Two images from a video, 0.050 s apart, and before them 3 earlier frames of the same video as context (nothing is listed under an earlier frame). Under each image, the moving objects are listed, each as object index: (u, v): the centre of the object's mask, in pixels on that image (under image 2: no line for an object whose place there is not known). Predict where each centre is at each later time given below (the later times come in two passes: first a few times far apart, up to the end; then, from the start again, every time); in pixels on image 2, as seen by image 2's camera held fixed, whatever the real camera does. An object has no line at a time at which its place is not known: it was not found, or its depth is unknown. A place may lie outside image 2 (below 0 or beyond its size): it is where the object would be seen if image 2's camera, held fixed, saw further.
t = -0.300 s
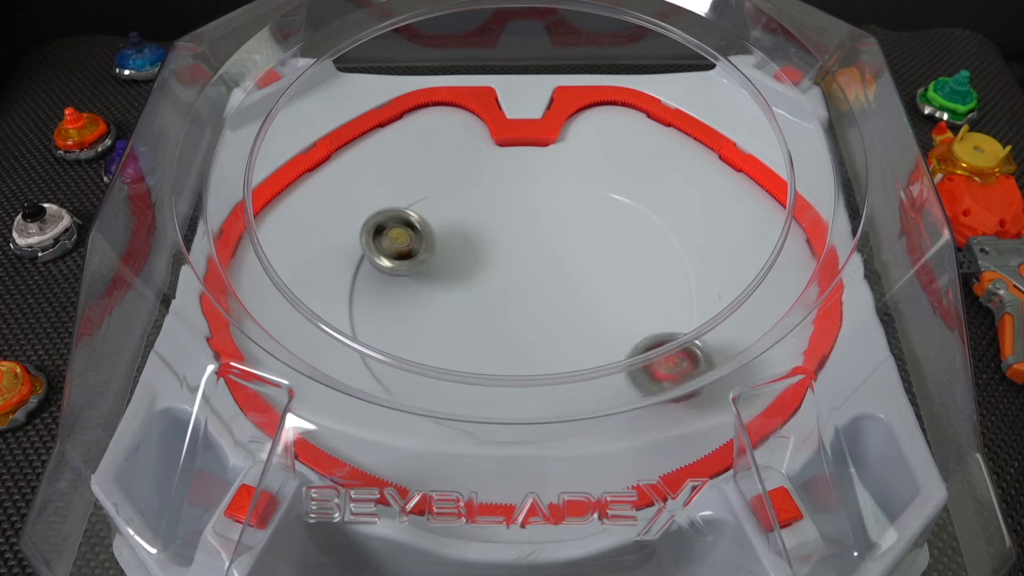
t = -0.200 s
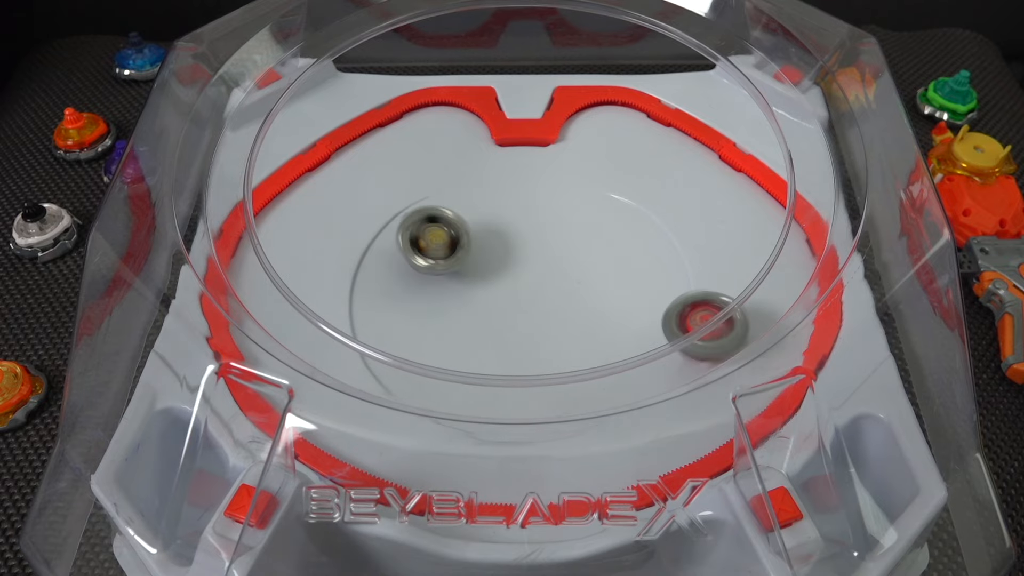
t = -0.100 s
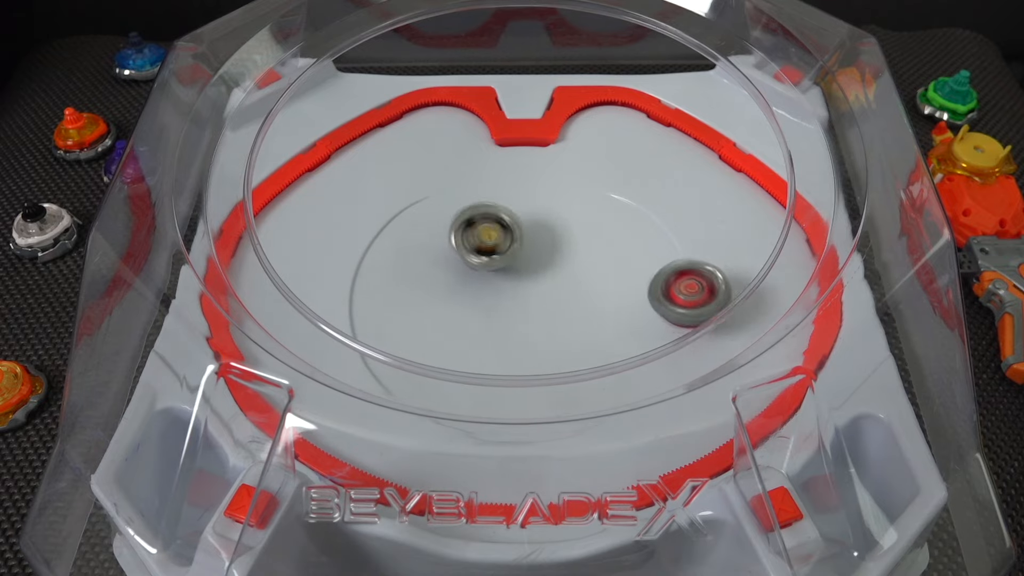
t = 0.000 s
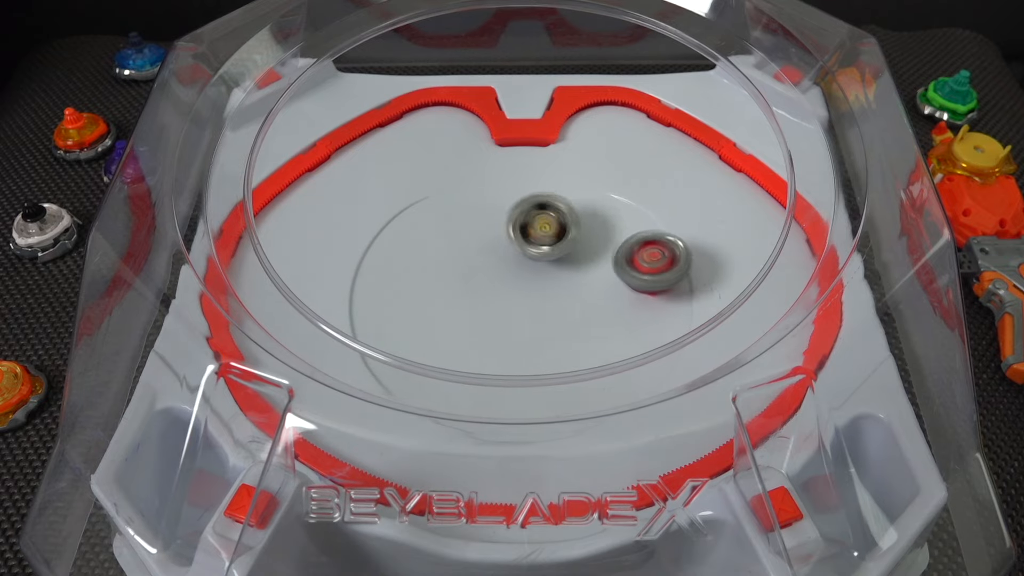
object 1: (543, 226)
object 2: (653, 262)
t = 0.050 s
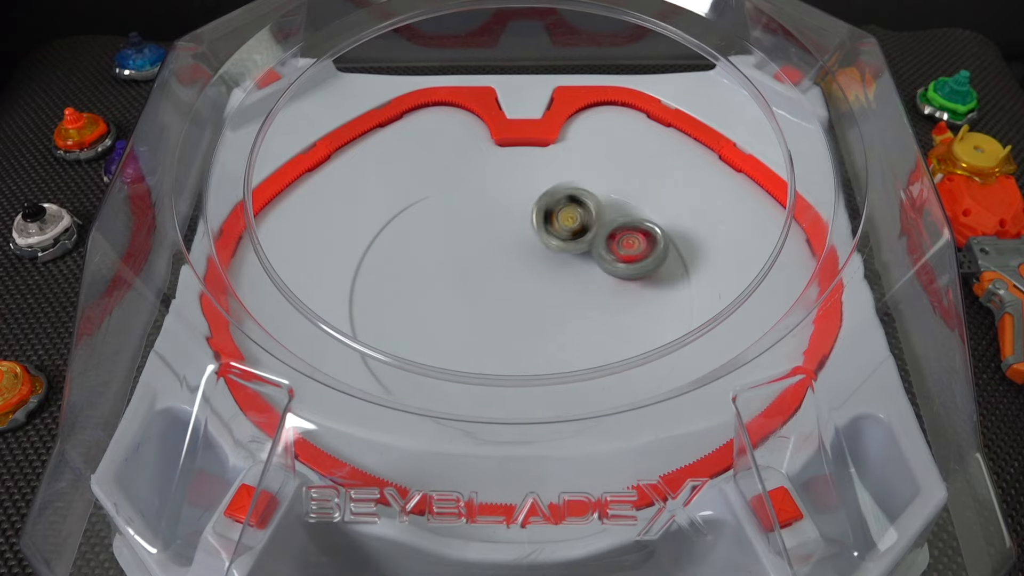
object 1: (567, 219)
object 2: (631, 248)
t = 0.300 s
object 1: (579, 184)
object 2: (559, 301)
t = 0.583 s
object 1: (572, 298)
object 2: (531, 373)
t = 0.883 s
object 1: (671, 248)
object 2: (395, 409)
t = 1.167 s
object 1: (605, 239)
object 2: (287, 346)
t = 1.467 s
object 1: (459, 267)
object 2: (293, 237)
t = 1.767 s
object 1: (391, 285)
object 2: (383, 164)
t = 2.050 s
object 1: (480, 298)
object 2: (513, 178)
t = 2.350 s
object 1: (578, 331)
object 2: (628, 208)
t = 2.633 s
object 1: (546, 375)
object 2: (641, 284)
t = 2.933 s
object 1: (464, 319)
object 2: (547, 347)
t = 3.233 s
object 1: (499, 263)
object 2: (439, 321)
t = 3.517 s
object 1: (540, 303)
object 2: (417, 245)
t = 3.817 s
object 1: (470, 307)
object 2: (491, 195)
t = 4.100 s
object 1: (500, 253)
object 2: (587, 214)
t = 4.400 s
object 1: (551, 291)
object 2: (628, 289)
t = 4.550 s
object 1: (524, 318)
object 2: (606, 331)
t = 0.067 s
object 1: (569, 211)
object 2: (631, 250)
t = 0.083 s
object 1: (570, 202)
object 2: (629, 253)
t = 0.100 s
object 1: (569, 195)
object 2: (626, 257)
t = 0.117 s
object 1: (570, 189)
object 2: (622, 259)
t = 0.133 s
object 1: (571, 184)
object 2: (617, 262)
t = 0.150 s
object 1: (572, 180)
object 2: (612, 264)
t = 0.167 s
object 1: (573, 177)
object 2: (607, 267)
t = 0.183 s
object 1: (574, 175)
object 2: (601, 270)
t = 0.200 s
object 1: (575, 174)
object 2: (595, 273)
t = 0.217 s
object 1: (576, 174)
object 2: (589, 277)
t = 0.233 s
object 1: (578, 175)
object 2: (582, 282)
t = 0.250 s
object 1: (579, 177)
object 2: (576, 286)
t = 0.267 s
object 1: (580, 178)
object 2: (570, 291)
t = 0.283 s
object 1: (579, 181)
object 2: (564, 296)
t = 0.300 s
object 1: (579, 184)
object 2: (559, 301)
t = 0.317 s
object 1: (578, 187)
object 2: (553, 306)
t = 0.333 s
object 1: (578, 191)
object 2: (549, 312)
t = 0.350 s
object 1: (577, 196)
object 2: (545, 317)
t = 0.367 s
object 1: (576, 200)
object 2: (541, 322)
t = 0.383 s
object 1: (575, 206)
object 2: (537, 328)
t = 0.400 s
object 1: (575, 212)
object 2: (534, 333)
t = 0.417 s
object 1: (574, 219)
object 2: (531, 338)
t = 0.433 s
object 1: (574, 226)
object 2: (529, 343)
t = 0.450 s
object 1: (573, 233)
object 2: (527, 346)
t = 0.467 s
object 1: (572, 242)
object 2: (526, 349)
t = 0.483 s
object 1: (572, 249)
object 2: (526, 353)
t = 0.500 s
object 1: (572, 258)
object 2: (526, 359)
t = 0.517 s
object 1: (571, 266)
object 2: (526, 363)
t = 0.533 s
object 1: (572, 274)
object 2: (526, 367)
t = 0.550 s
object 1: (571, 283)
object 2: (528, 370)
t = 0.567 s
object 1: (572, 291)
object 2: (529, 372)
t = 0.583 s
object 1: (572, 298)
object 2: (531, 373)
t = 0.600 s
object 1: (572, 307)
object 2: (532, 373)
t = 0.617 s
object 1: (572, 313)
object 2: (534, 373)
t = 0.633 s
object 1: (580, 314)
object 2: (526, 379)
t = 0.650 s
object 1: (595, 308)
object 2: (513, 386)
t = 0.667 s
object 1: (608, 302)
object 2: (500, 394)
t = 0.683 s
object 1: (620, 296)
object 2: (489, 400)
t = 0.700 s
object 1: (630, 290)
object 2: (479, 402)
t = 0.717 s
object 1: (639, 284)
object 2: (470, 404)
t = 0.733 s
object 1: (647, 280)
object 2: (461, 406)
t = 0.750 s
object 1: (652, 276)
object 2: (452, 409)
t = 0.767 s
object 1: (658, 271)
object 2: (446, 409)
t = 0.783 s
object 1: (662, 266)
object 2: (439, 409)
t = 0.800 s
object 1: (665, 262)
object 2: (433, 409)
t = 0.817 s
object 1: (668, 259)
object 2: (426, 410)
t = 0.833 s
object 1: (670, 255)
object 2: (419, 410)
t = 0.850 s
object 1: (671, 253)
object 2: (411, 410)
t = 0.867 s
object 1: (671, 250)
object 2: (403, 409)
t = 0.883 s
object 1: (671, 248)
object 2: (395, 409)
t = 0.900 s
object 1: (669, 246)
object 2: (386, 407)
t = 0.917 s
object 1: (668, 244)
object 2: (378, 406)
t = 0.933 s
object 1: (667, 243)
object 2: (370, 404)
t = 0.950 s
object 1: (665, 242)
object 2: (362, 402)
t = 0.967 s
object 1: (664, 241)
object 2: (355, 399)
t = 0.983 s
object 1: (662, 241)
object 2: (347, 396)
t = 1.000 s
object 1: (660, 240)
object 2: (340, 392)
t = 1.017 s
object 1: (658, 240)
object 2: (334, 389)
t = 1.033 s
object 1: (655, 239)
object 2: (328, 384)
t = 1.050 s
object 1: (651, 239)
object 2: (323, 380)
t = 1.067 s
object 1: (646, 239)
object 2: (318, 375)
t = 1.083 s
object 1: (641, 238)
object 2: (313, 370)
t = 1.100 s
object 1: (635, 238)
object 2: (307, 365)
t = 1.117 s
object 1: (628, 238)
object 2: (302, 360)
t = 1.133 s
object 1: (621, 238)
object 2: (297, 354)
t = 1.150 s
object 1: (613, 238)
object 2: (293, 350)
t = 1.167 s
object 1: (605, 239)
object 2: (287, 346)
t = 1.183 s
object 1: (596, 240)
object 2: (283, 341)
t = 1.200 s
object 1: (586, 242)
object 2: (280, 335)
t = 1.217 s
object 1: (577, 243)
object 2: (280, 329)
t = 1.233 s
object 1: (569, 245)
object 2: (278, 323)
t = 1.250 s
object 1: (560, 248)
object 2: (280, 314)
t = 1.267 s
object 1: (551, 250)
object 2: (281, 306)
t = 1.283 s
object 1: (543, 252)
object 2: (278, 302)
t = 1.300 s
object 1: (535, 254)
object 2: (278, 295)
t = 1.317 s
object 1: (527, 255)
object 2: (277, 290)
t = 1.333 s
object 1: (519, 257)
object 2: (276, 284)
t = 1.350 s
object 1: (511, 259)
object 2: (276, 278)
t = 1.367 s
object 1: (503, 260)
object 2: (278, 272)
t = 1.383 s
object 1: (496, 261)
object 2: (279, 266)
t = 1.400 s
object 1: (488, 263)
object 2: (281, 260)
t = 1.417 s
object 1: (481, 264)
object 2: (283, 254)
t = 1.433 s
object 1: (473, 266)
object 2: (285, 248)
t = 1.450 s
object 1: (466, 266)
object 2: (288, 243)
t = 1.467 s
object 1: (459, 267)
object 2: (293, 237)
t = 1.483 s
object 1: (451, 268)
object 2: (294, 232)
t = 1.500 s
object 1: (444, 269)
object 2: (297, 228)
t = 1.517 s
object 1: (437, 270)
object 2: (301, 222)
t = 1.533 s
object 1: (430, 271)
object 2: (305, 216)
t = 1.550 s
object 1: (423, 272)
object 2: (309, 212)
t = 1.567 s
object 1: (416, 273)
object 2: (314, 207)
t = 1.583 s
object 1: (411, 275)
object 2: (318, 202)
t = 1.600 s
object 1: (405, 276)
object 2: (322, 198)
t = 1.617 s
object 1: (400, 277)
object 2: (328, 194)
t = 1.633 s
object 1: (397, 279)
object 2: (333, 190)
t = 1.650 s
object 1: (395, 280)
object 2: (339, 186)
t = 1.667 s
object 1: (392, 282)
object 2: (345, 182)
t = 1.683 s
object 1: (391, 283)
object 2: (350, 178)
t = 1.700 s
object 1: (390, 284)
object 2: (356, 175)
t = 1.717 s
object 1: (390, 285)
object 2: (363, 173)
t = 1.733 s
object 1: (390, 285)
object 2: (370, 170)
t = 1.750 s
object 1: (390, 285)
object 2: (376, 167)
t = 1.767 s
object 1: (391, 285)
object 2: (383, 164)
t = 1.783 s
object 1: (393, 287)
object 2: (390, 162)
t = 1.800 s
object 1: (395, 287)
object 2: (397, 160)
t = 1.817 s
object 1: (397, 288)
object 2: (404, 159)
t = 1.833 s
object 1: (399, 289)
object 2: (412, 159)
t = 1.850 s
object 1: (401, 291)
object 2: (420, 158)
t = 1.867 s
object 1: (403, 292)
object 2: (428, 158)
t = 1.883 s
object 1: (407, 293)
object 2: (436, 158)
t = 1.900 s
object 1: (412, 294)
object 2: (444, 159)
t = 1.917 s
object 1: (418, 295)
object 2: (452, 160)
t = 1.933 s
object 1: (422, 296)
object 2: (460, 161)
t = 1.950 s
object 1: (430, 297)
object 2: (468, 162)
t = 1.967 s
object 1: (438, 298)
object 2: (475, 165)
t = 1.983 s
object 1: (445, 298)
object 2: (483, 167)
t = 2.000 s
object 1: (453, 298)
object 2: (491, 169)
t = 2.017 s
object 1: (460, 299)
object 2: (498, 172)
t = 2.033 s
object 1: (471, 298)
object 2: (505, 175)
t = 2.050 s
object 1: (480, 298)
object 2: (513, 178)
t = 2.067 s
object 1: (488, 297)
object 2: (520, 182)
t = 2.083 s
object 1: (495, 296)
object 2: (527, 185)
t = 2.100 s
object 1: (504, 296)
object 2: (533, 189)
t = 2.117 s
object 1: (513, 295)
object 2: (541, 193)
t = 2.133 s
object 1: (519, 293)
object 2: (547, 196)
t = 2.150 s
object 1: (526, 292)
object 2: (553, 200)
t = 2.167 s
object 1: (534, 291)
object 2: (559, 204)
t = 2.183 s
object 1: (542, 290)
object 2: (565, 208)
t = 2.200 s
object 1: (550, 289)
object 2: (571, 212)
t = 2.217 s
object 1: (558, 288)
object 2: (575, 216)
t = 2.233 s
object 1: (565, 286)
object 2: (581, 220)
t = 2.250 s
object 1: (573, 285)
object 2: (586, 222)
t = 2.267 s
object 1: (575, 289)
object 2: (593, 223)
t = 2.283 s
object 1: (576, 300)
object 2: (601, 219)
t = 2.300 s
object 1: (576, 308)
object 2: (609, 214)
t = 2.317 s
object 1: (577, 316)
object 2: (616, 211)
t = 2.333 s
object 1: (578, 324)
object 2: (622, 209)
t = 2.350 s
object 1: (578, 331)
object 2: (628, 208)
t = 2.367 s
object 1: (578, 336)
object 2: (633, 208)
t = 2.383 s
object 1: (579, 340)
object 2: (637, 209)
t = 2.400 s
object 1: (579, 343)
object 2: (641, 212)
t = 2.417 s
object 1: (579, 346)
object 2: (644, 216)
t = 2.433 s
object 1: (579, 348)
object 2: (646, 219)
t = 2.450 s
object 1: (579, 349)
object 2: (648, 224)
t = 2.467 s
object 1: (578, 350)
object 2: (649, 229)
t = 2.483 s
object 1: (577, 360)
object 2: (650, 233)
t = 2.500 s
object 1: (574, 365)
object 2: (651, 239)
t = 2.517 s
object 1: (571, 368)
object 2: (652, 244)
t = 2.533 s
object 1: (568, 371)
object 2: (652, 250)
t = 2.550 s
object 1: (565, 373)
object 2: (651, 256)
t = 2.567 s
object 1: (561, 374)
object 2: (650, 261)
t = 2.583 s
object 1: (557, 374)
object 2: (648, 267)
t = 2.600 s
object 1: (553, 374)
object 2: (646, 273)
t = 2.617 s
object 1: (550, 375)
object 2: (644, 278)
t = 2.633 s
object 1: (546, 375)
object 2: (641, 284)
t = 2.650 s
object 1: (541, 376)
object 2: (637, 289)
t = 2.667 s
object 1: (537, 375)
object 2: (634, 295)
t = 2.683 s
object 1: (532, 376)
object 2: (630, 300)
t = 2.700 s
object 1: (527, 376)
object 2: (626, 305)
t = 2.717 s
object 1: (522, 373)
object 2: (621, 310)
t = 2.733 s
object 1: (516, 370)
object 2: (617, 314)
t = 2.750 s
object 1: (511, 367)
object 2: (612, 319)
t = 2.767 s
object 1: (506, 363)
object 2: (606, 323)
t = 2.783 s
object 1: (500, 355)
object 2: (601, 327)
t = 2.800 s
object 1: (495, 353)
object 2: (595, 330)
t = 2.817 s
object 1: (490, 349)
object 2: (589, 333)
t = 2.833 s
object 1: (487, 347)
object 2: (582, 335)
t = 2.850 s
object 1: (483, 344)
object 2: (576, 338)
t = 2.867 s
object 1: (479, 341)
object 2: (569, 340)
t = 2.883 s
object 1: (476, 336)
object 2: (562, 342)
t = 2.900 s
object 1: (473, 331)
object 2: (556, 344)
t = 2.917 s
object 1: (468, 325)
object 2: (552, 346)
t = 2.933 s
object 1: (464, 319)
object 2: (547, 347)
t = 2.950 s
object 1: (460, 314)
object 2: (542, 348)
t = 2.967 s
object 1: (458, 308)
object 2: (536, 348)
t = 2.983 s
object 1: (458, 302)
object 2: (529, 349)
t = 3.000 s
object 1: (457, 297)
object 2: (523, 349)
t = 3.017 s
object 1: (458, 292)
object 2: (516, 348)
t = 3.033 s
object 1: (458, 287)
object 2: (509, 348)
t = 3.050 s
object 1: (461, 284)
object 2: (503, 348)
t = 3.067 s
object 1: (463, 279)
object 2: (496, 347)
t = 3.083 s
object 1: (466, 277)
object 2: (489, 346)
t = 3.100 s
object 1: (468, 274)
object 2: (483, 344)
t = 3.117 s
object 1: (471, 270)
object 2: (477, 342)
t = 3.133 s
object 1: (474, 266)
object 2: (470, 340)
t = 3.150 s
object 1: (477, 265)
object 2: (465, 337)
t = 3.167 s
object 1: (481, 264)
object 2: (459, 335)
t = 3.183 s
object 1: (486, 264)
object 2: (454, 332)
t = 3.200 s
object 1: (490, 263)
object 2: (448, 329)
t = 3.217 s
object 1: (495, 263)
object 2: (444, 325)
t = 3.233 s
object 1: (499, 263)
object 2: (439, 321)
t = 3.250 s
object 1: (503, 263)
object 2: (435, 317)
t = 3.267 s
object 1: (508, 263)
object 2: (432, 313)
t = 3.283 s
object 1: (513, 264)
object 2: (428, 309)
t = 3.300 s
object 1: (516, 266)
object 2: (425, 305)
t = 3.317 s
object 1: (520, 268)
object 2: (422, 300)
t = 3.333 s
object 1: (524, 269)
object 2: (420, 296)
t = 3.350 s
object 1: (528, 271)
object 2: (418, 291)
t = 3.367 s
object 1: (531, 274)
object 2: (416, 286)
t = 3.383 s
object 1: (534, 277)
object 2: (415, 282)
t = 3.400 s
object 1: (536, 280)
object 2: (414, 277)
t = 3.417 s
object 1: (538, 283)
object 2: (413, 272)
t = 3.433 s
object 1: (540, 286)
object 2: (413, 268)
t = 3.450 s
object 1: (541, 290)
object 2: (413, 263)
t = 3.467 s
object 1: (542, 293)
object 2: (413, 259)
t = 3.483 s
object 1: (542, 297)
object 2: (414, 254)
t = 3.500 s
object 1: (542, 300)
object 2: (415, 250)
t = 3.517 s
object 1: (540, 303)
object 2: (417, 245)
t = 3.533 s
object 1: (539, 308)
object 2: (419, 241)
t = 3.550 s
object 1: (537, 311)
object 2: (421, 237)
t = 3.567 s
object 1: (534, 314)
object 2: (424, 233)
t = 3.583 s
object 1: (531, 317)
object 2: (426, 229)
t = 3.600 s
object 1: (527, 319)
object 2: (430, 226)
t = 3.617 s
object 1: (523, 322)
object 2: (433, 222)
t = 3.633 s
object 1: (519, 323)
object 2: (437, 218)
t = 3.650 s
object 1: (514, 324)
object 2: (441, 215)
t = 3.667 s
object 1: (509, 324)
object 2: (445, 212)
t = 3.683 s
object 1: (504, 325)
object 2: (450, 209)
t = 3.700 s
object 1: (499, 324)
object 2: (455, 207)
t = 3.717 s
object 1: (494, 323)
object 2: (459, 205)
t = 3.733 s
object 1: (489, 321)
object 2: (464, 202)
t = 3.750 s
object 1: (484, 319)
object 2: (469, 200)
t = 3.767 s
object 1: (480, 317)
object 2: (475, 198)
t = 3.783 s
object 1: (476, 314)
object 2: (480, 197)
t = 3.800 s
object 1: (473, 310)
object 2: (486, 196)
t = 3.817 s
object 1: (470, 307)
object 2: (491, 195)
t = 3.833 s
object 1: (467, 303)
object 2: (497, 194)
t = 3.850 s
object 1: (466, 298)
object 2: (503, 194)
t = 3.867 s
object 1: (465, 295)
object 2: (509, 193)
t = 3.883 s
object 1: (464, 290)
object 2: (515, 194)
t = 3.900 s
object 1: (464, 286)
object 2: (521, 194)
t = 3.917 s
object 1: (464, 282)
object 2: (526, 194)
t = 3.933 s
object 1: (465, 277)
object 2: (533, 195)
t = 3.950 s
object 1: (467, 274)
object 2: (538, 196)
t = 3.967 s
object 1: (470, 270)
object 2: (545, 197)
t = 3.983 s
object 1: (472, 267)
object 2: (550, 199)
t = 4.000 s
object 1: (475, 263)
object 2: (556, 200)
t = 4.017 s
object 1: (479, 260)
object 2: (562, 202)
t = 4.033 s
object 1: (483, 258)
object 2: (567, 204)
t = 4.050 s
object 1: (487, 256)
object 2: (572, 206)
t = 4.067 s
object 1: (491, 255)
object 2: (578, 209)
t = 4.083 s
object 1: (495, 253)
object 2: (583, 211)
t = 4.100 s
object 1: (500, 253)
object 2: (587, 214)
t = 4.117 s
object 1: (505, 252)
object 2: (592, 217)
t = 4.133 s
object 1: (509, 253)
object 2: (596, 220)
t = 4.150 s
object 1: (513, 253)
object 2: (600, 224)
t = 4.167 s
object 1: (517, 253)
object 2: (604, 227)
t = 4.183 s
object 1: (522, 254)
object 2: (608, 231)
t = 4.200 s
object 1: (526, 256)
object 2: (611, 235)
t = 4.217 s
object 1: (530, 258)
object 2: (615, 239)
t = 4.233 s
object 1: (533, 259)
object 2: (617, 243)
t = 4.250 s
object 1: (537, 261)
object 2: (619, 248)
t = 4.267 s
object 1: (541, 264)
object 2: (622, 252)
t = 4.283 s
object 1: (543, 267)
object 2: (624, 257)
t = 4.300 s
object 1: (545, 270)
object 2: (626, 261)
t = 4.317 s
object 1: (547, 273)
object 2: (627, 265)
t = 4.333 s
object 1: (549, 276)
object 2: (628, 270)
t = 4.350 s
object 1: (550, 280)
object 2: (629, 275)
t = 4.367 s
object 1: (551, 284)
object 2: (629, 280)
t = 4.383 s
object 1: (551, 288)
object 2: (628, 285)
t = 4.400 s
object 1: (551, 291)
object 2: (628, 289)
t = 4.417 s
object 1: (550, 295)
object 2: (627, 295)
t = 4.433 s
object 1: (548, 298)
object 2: (625, 300)
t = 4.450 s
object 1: (546, 303)
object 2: (623, 304)
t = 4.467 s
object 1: (544, 307)
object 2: (621, 309)
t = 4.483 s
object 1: (541, 310)
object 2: (619, 314)
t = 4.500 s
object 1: (537, 312)
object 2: (616, 318)
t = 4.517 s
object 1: (533, 315)
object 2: (613, 323)
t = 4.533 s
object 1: (529, 317)
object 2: (610, 327)
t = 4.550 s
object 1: (524, 318)
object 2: (606, 331)
